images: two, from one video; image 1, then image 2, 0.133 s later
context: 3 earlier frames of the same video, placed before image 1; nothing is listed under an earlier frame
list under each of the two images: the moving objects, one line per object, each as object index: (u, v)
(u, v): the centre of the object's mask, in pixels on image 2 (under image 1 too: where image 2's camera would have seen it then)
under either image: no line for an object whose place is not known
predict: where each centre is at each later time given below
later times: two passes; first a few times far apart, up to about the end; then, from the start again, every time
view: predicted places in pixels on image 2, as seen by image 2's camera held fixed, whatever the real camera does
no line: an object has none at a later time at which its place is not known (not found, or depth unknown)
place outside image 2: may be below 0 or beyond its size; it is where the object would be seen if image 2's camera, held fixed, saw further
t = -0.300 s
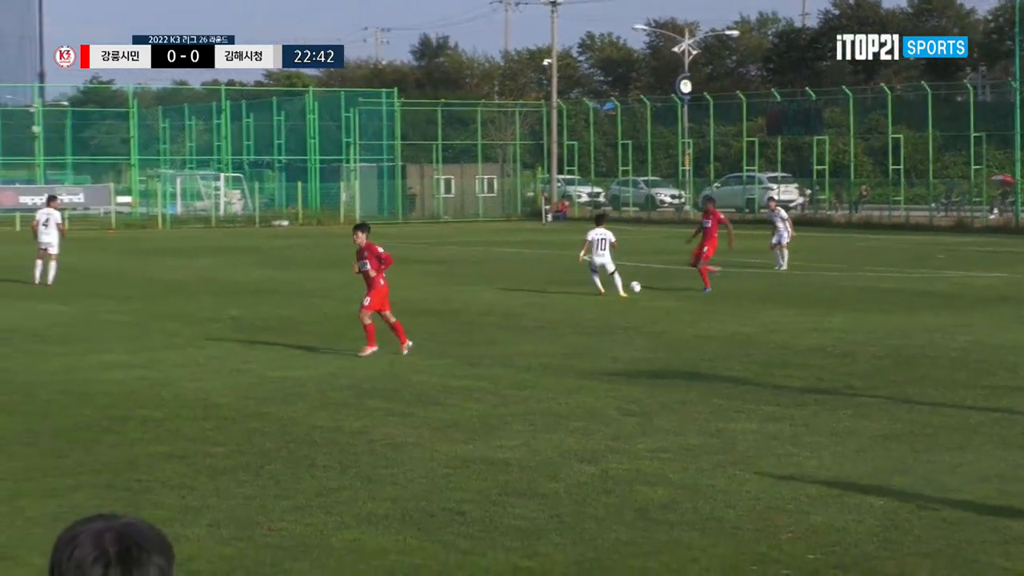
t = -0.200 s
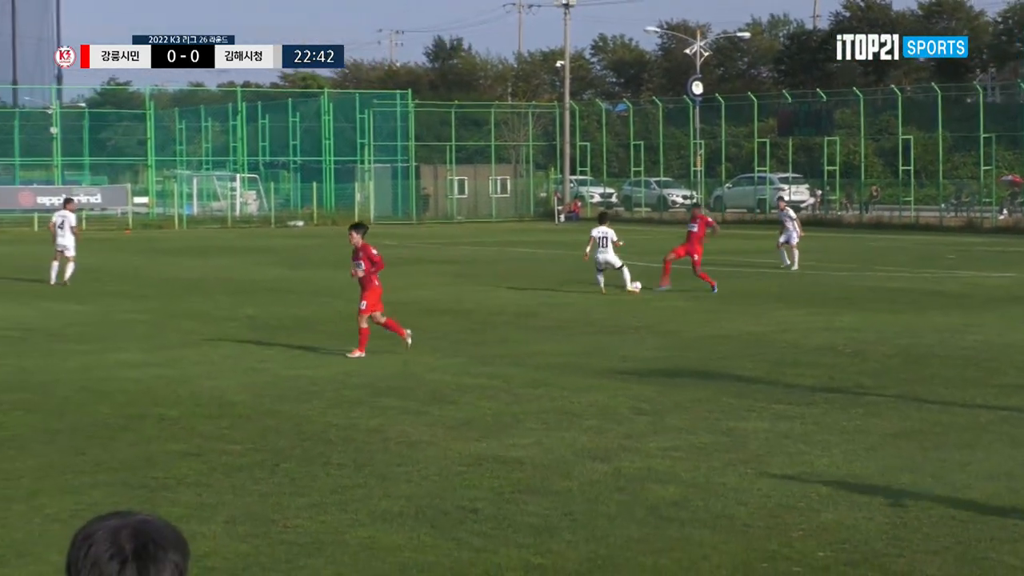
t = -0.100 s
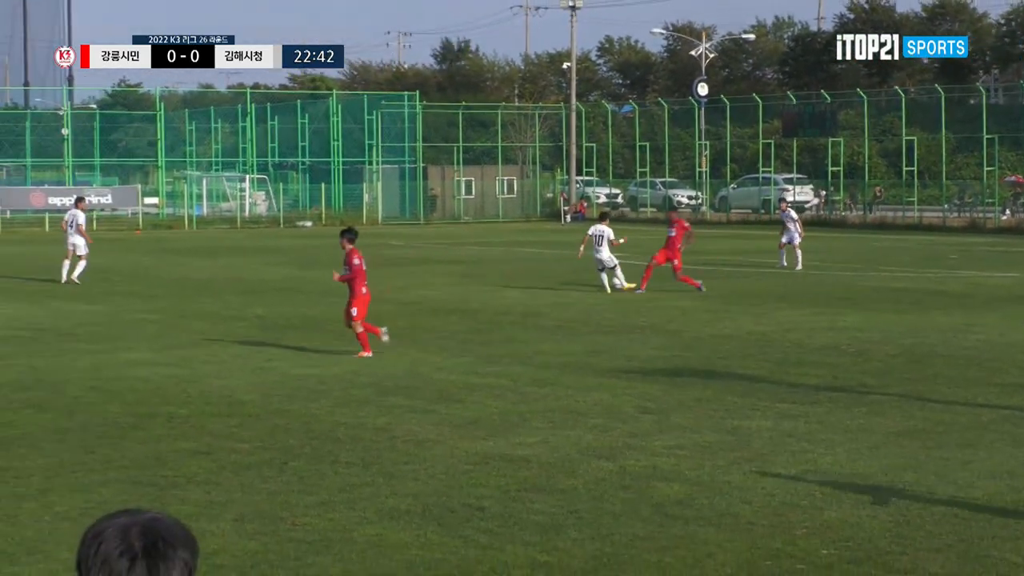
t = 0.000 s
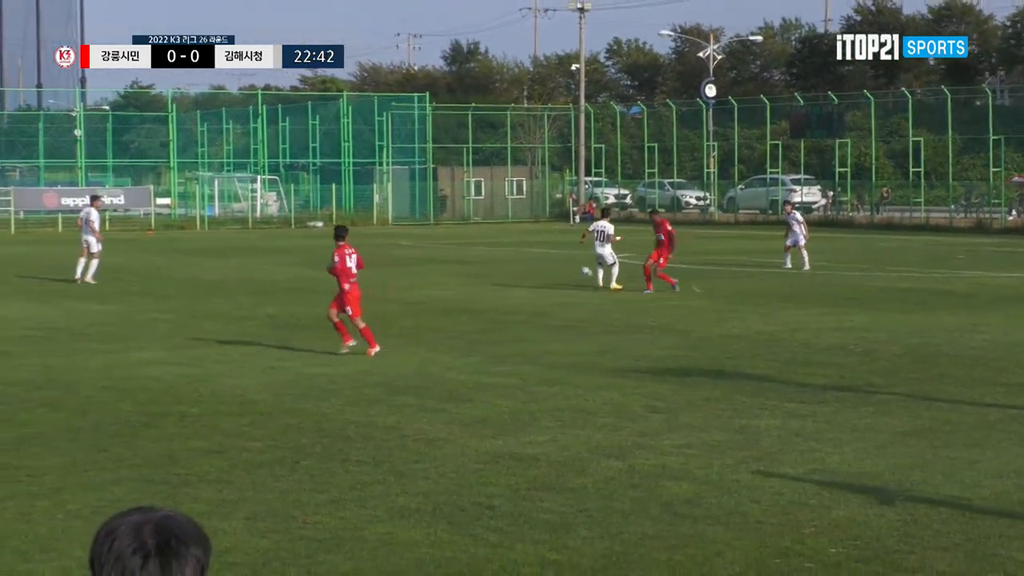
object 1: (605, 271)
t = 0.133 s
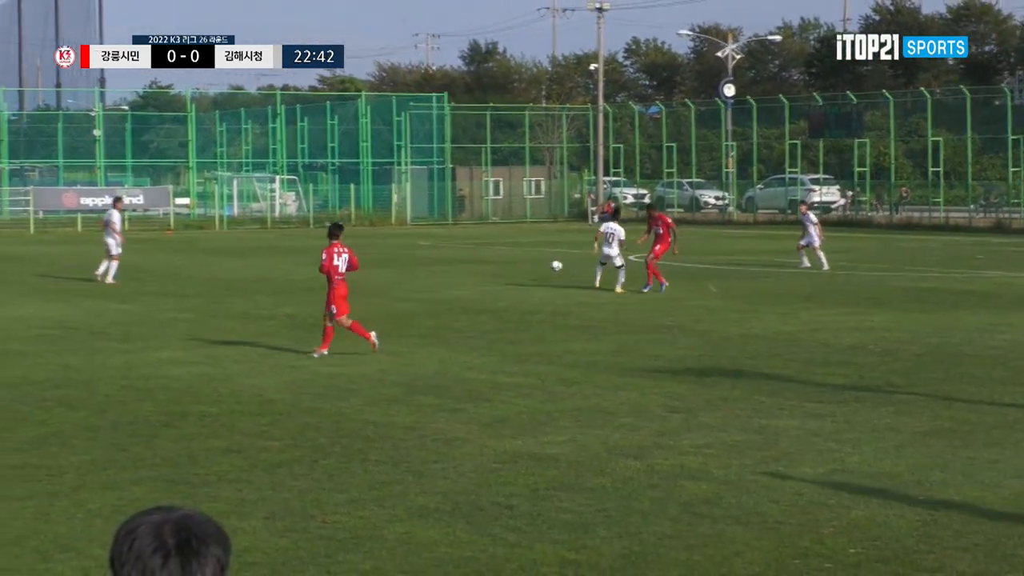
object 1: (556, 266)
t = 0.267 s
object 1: (511, 267)
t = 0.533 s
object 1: (436, 258)
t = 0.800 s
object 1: (372, 263)
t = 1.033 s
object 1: (331, 256)
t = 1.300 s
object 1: (291, 257)
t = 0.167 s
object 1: (545, 265)
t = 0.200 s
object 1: (534, 265)
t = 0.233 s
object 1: (523, 265)
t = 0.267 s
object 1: (511, 267)
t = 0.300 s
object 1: (500, 267)
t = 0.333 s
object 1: (490, 269)
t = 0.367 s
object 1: (480, 270)
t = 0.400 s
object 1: (471, 267)
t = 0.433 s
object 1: (461, 264)
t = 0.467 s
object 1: (453, 261)
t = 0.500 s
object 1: (444, 259)
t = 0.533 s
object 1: (436, 258)
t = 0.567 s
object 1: (427, 257)
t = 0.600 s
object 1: (419, 257)
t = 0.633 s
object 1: (411, 258)
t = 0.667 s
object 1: (403, 258)
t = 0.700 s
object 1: (395, 259)
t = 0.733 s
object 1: (387, 262)
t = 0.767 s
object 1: (379, 264)
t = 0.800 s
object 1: (372, 263)
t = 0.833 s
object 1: (366, 260)
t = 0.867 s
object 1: (360, 259)
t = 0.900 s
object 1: (354, 256)
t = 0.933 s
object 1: (348, 256)
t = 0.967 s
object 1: (342, 255)
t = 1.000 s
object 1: (336, 255)
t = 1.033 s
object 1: (331, 256)
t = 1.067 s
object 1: (325, 257)
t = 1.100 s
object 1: (320, 258)
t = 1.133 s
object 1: (314, 260)
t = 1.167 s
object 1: (309, 260)
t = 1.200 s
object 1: (305, 259)
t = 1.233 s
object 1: (300, 257)
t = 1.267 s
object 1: (296, 256)
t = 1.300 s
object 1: (291, 257)
